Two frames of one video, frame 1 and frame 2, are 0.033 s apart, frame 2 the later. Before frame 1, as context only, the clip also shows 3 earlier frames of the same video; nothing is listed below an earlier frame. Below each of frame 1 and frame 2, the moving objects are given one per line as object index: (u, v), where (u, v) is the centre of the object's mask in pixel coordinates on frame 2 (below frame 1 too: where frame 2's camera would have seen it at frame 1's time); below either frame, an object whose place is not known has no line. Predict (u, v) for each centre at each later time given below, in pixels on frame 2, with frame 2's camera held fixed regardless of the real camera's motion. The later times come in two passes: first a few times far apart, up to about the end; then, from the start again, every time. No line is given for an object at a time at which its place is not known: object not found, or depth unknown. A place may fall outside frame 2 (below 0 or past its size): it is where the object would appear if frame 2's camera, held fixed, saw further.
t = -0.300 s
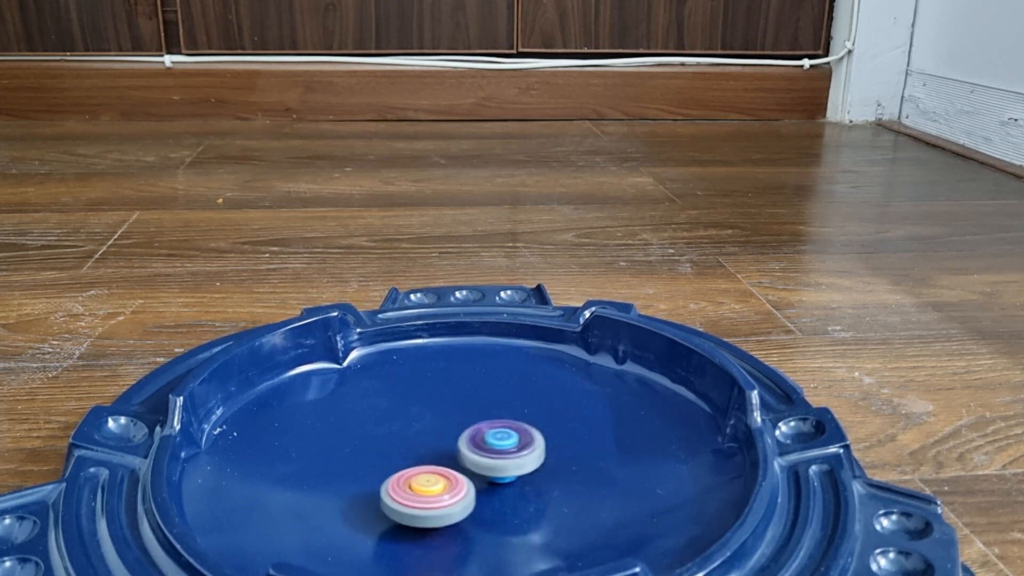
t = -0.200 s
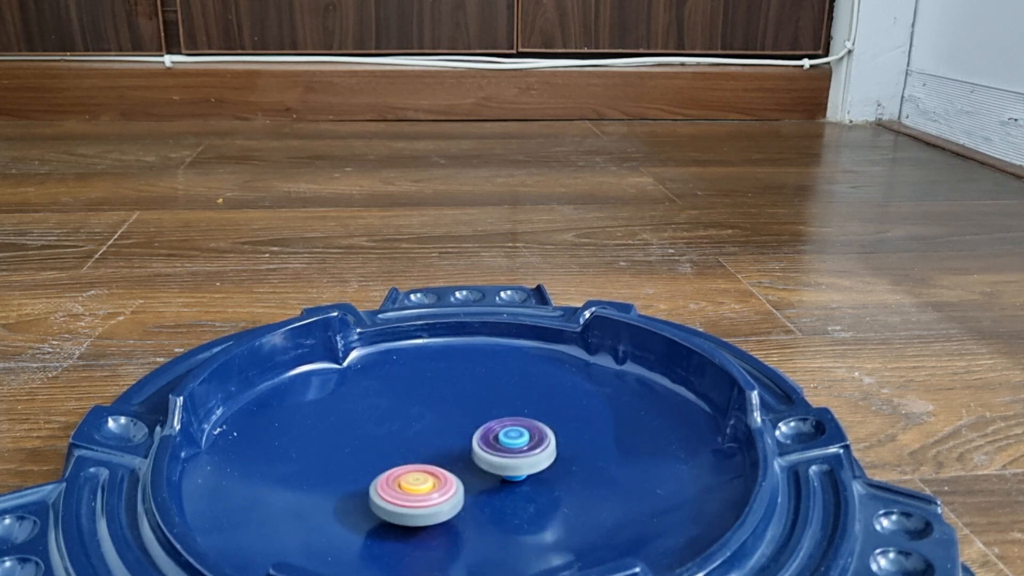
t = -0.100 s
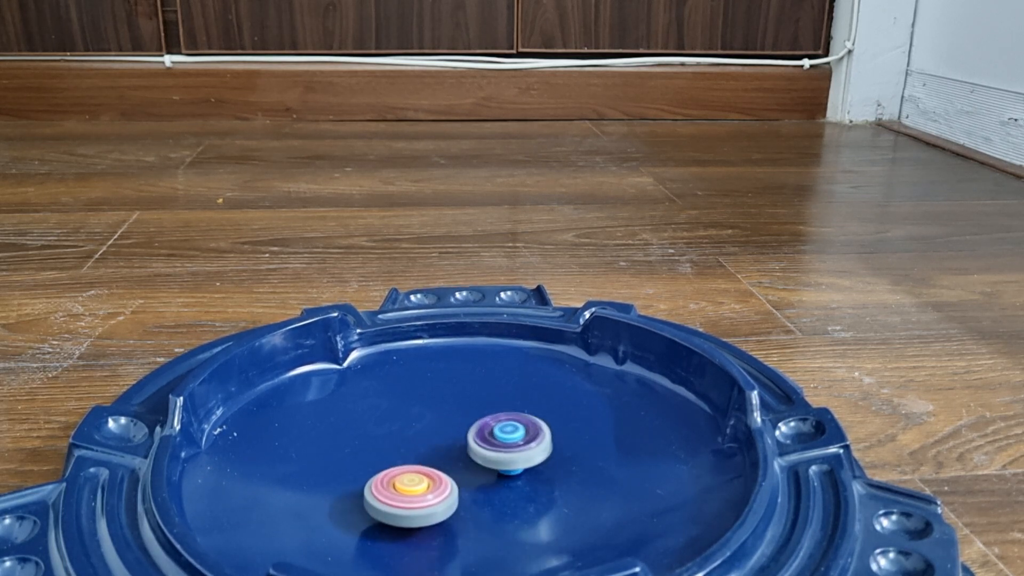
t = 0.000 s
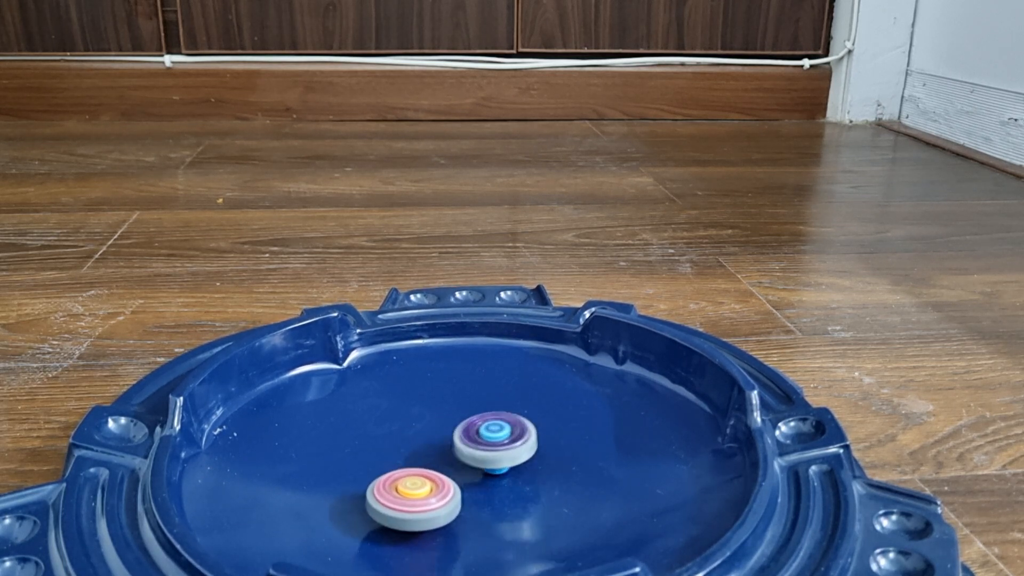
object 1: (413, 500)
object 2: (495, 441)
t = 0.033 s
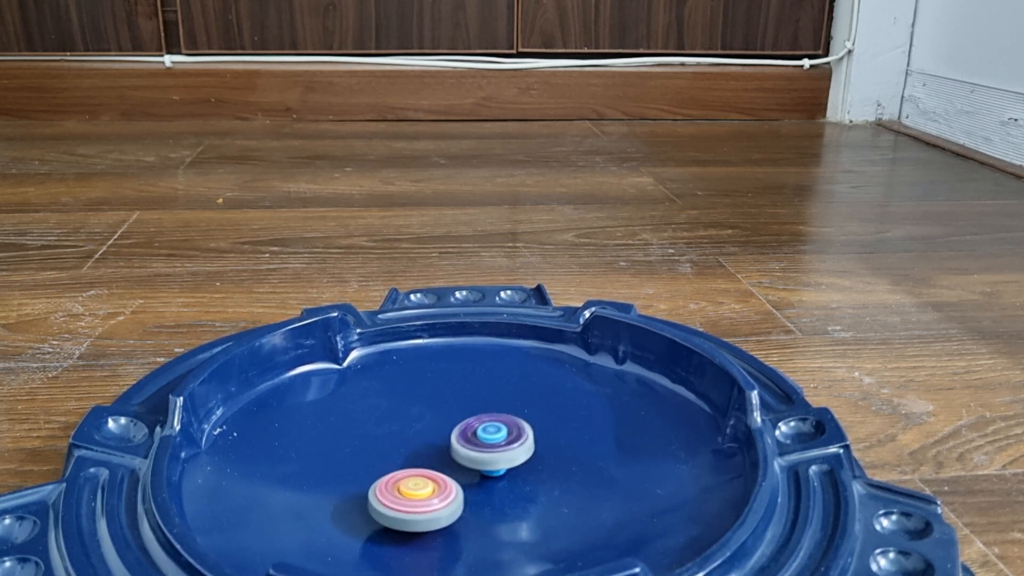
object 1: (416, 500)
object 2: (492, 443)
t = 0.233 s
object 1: (426, 495)
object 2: (507, 465)
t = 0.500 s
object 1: (425, 483)
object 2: (542, 462)
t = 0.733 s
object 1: (415, 472)
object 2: (515, 462)
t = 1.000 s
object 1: (406, 486)
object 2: (526, 479)
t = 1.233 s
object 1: (425, 488)
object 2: (521, 481)
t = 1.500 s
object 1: (419, 475)
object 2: (517, 472)
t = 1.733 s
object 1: (408, 475)
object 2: (510, 488)
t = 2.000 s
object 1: (423, 481)
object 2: (517, 476)
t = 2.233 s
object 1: (410, 480)
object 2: (521, 463)
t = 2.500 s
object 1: (414, 483)
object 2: (521, 467)
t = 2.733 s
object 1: (424, 477)
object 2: (517, 455)
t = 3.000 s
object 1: (413, 475)
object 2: (520, 463)
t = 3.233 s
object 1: (424, 480)
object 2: (519, 465)
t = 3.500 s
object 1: (423, 475)
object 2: (527, 462)
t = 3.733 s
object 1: (411, 476)
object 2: (522, 467)
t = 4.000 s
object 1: (415, 489)
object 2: (519, 463)
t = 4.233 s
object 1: (416, 494)
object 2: (523, 474)
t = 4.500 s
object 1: (425, 502)
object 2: (518, 468)
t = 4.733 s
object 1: (427, 503)
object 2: (521, 477)
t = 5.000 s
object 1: (433, 501)
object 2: (514, 470)
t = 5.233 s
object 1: (424, 505)
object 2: (520, 466)
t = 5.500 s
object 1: (424, 505)
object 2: (519, 468)
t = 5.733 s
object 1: (426, 504)
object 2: (521, 454)
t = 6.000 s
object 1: (426, 498)
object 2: (508, 463)
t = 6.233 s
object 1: (415, 498)
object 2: (525, 460)
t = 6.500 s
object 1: (427, 498)
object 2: (506, 459)
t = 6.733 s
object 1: (415, 502)
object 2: (528, 457)
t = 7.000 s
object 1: (436, 504)
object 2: (502, 455)
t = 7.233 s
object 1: (428, 505)
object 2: (527, 460)
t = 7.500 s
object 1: (433, 505)
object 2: (507, 453)
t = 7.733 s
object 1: (425, 502)
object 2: (517, 469)
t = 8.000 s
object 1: (421, 502)
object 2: (529, 464)
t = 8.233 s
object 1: (422, 500)
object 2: (514, 470)
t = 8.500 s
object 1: (419, 506)
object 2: (526, 462)
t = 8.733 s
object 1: (427, 500)
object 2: (514, 466)
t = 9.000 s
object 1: (418, 499)
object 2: (525, 457)
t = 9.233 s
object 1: (423, 497)
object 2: (506, 460)
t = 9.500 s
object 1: (413, 497)
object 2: (529, 465)
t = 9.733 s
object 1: (419, 499)
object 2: (517, 456)
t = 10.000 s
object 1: (415, 503)
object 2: (519, 467)
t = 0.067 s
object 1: (419, 501)
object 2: (492, 446)
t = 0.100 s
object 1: (421, 500)
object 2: (494, 449)
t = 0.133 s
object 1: (423, 499)
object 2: (497, 452)
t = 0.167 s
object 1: (424, 497)
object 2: (500, 456)
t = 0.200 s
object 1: (425, 496)
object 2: (503, 460)
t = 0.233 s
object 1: (426, 495)
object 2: (507, 465)
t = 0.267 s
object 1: (424, 494)
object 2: (513, 469)
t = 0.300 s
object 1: (424, 493)
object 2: (519, 471)
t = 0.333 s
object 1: (424, 492)
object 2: (525, 473)
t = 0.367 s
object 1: (423, 490)
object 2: (531, 472)
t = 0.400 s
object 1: (424, 489)
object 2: (536, 471)
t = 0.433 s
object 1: (424, 487)
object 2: (540, 468)
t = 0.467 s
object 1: (424, 485)
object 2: (542, 465)
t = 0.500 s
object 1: (425, 483)
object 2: (542, 462)
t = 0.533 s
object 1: (426, 481)
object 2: (539, 458)
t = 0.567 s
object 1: (426, 479)
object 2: (534, 456)
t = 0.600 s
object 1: (426, 477)
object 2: (527, 454)
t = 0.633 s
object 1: (425, 476)
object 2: (521, 454)
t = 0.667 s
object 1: (424, 474)
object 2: (515, 456)
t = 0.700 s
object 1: (422, 473)
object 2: (512, 459)
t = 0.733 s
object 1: (415, 472)
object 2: (515, 462)
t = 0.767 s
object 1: (411, 472)
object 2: (516, 465)
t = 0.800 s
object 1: (408, 473)
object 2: (517, 468)
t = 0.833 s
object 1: (406, 475)
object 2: (519, 471)
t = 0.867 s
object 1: (405, 477)
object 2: (520, 473)
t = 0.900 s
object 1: (404, 479)
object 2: (521, 476)
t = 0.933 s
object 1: (404, 481)
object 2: (523, 478)
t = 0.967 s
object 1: (405, 484)
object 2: (525, 479)
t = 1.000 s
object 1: (406, 486)
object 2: (526, 479)
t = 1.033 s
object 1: (408, 488)
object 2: (527, 480)
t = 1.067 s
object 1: (411, 490)
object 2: (527, 480)
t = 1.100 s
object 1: (414, 490)
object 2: (526, 479)
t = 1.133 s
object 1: (418, 491)
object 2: (525, 479)
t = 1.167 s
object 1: (422, 490)
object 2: (523, 479)
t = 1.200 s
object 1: (425, 489)
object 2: (520, 480)
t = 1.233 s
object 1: (425, 488)
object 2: (521, 481)
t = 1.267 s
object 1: (423, 486)
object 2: (525, 481)
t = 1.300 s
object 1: (422, 484)
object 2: (530, 480)
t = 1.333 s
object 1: (422, 482)
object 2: (532, 478)
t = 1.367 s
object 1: (423, 480)
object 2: (531, 476)
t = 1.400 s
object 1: (422, 478)
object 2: (529, 474)
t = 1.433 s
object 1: (421, 477)
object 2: (526, 473)
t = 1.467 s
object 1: (420, 476)
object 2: (522, 472)
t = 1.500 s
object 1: (419, 475)
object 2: (517, 472)
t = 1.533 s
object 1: (418, 474)
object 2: (513, 474)
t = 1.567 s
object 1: (417, 474)
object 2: (508, 476)
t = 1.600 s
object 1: (415, 473)
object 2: (505, 479)
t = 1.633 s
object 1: (412, 473)
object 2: (504, 482)
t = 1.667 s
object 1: (410, 473)
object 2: (505, 484)
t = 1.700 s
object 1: (409, 474)
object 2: (507, 486)
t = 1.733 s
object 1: (408, 475)
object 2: (510, 488)
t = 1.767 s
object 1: (408, 476)
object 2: (514, 489)
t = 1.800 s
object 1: (409, 478)
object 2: (519, 489)
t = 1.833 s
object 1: (409, 479)
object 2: (523, 488)
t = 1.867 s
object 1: (411, 481)
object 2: (525, 485)
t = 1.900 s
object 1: (414, 481)
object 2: (526, 482)
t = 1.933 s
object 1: (417, 481)
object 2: (524, 480)
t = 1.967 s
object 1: (421, 481)
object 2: (520, 477)
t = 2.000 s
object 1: (423, 481)
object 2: (517, 476)
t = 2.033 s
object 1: (417, 479)
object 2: (523, 476)
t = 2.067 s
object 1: (413, 478)
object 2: (526, 474)
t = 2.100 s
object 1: (411, 478)
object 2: (527, 472)
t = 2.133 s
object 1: (410, 478)
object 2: (527, 469)
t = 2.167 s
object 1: (409, 478)
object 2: (526, 467)
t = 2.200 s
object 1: (409, 479)
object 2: (524, 465)
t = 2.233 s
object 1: (410, 480)
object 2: (521, 463)
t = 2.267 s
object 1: (412, 481)
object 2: (517, 463)
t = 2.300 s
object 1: (414, 482)
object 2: (514, 463)
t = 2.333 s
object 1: (417, 482)
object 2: (510, 464)
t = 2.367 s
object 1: (417, 482)
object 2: (509, 466)
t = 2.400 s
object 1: (414, 482)
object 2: (513, 467)
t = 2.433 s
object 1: (413, 482)
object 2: (516, 467)
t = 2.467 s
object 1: (413, 482)
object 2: (518, 467)
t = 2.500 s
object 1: (414, 483)
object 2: (521, 467)
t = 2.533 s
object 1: (416, 482)
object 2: (524, 466)
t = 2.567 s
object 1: (417, 482)
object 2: (526, 465)
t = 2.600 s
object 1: (418, 481)
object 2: (527, 462)
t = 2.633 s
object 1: (420, 481)
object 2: (526, 460)
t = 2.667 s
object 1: (422, 480)
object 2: (525, 458)
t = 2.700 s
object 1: (423, 479)
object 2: (521, 456)
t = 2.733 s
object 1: (424, 477)
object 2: (517, 455)
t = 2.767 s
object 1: (424, 476)
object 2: (513, 455)
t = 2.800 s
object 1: (424, 475)
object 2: (510, 456)
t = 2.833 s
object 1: (420, 474)
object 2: (511, 457)
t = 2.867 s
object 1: (417, 473)
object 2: (513, 459)
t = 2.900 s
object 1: (415, 473)
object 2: (515, 460)
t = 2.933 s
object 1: (414, 474)
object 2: (517, 461)
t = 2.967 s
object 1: (413, 474)
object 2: (519, 462)
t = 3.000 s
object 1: (413, 475)
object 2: (520, 463)
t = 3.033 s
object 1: (413, 476)
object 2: (522, 464)
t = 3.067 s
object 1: (414, 478)
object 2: (522, 464)
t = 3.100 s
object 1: (415, 479)
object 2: (523, 464)
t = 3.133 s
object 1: (417, 480)
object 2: (523, 464)
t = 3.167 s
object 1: (419, 480)
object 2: (522, 464)
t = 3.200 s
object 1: (421, 480)
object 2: (521, 464)
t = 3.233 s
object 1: (424, 480)
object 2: (519, 465)
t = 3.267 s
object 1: (427, 480)
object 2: (518, 466)
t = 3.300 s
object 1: (427, 479)
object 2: (519, 468)
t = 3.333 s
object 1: (426, 478)
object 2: (522, 468)
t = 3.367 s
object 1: (425, 477)
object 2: (525, 468)
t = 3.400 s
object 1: (425, 477)
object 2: (527, 467)
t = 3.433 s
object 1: (424, 476)
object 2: (529, 466)
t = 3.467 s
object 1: (423, 475)
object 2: (529, 464)
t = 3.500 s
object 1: (423, 475)
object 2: (527, 462)
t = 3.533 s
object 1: (423, 475)
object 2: (525, 461)
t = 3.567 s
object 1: (423, 475)
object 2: (521, 460)
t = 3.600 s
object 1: (423, 475)
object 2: (517, 461)
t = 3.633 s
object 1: (424, 475)
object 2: (514, 462)
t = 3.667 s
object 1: (419, 475)
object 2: (516, 464)
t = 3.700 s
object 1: (414, 475)
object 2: (519, 465)
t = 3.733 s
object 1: (411, 476)
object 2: (522, 467)
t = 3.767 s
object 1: (409, 477)
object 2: (525, 467)
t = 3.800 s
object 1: (409, 479)
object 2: (528, 467)
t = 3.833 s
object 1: (408, 481)
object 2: (530, 466)
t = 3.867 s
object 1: (409, 483)
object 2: (530, 465)
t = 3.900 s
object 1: (410, 485)
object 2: (529, 463)
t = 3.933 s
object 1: (412, 487)
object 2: (526, 462)
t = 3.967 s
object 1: (413, 488)
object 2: (523, 462)
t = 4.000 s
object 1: (415, 489)
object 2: (519, 463)
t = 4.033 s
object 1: (418, 490)
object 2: (516, 464)
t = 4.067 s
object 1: (421, 491)
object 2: (513, 467)
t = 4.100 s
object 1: (423, 491)
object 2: (511, 469)
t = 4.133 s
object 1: (420, 492)
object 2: (515, 471)
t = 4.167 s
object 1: (418, 493)
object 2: (518, 472)
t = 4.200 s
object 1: (416, 493)
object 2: (521, 473)
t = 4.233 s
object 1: (416, 494)
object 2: (523, 474)
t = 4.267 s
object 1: (415, 495)
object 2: (525, 473)
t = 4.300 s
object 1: (415, 496)
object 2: (527, 472)
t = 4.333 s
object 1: (415, 498)
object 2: (527, 471)
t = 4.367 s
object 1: (416, 499)
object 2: (527, 470)
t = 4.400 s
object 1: (418, 500)
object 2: (526, 468)
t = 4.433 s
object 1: (420, 501)
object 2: (524, 468)
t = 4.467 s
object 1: (422, 501)
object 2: (521, 468)
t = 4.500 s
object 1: (425, 502)
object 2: (518, 468)
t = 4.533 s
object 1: (427, 502)
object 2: (515, 469)
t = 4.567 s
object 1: (430, 502)
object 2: (512, 471)
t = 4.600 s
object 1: (428, 502)
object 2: (514, 473)
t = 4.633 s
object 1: (426, 502)
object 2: (516, 474)
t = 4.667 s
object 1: (426, 503)
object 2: (517, 475)
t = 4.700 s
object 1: (426, 503)
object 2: (519, 476)
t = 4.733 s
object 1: (427, 503)
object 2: (521, 477)
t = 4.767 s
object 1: (427, 503)
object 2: (523, 476)
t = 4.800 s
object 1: (428, 503)
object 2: (524, 475)
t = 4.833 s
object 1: (429, 503)
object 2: (524, 473)
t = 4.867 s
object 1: (430, 503)
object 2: (523, 472)
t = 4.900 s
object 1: (431, 503)
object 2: (521, 471)
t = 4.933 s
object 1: (432, 502)
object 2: (519, 470)
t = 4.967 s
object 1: (433, 502)
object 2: (516, 470)
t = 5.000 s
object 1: (433, 501)
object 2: (514, 470)
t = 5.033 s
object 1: (431, 502)
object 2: (516, 470)
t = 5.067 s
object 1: (428, 502)
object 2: (518, 470)
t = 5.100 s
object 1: (426, 503)
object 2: (519, 469)
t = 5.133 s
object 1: (424, 503)
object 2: (520, 469)
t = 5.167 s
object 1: (423, 503)
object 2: (521, 468)
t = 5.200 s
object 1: (423, 504)
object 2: (521, 467)
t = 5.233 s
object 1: (424, 505)
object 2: (520, 466)
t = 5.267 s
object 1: (425, 505)
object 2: (519, 466)
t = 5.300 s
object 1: (426, 505)
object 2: (517, 466)
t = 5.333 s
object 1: (428, 505)
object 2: (515, 467)
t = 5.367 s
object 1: (430, 505)
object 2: (512, 467)
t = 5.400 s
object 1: (431, 504)
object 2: (510, 468)
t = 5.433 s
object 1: (431, 504)
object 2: (511, 469)
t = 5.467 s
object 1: (427, 504)
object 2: (515, 469)
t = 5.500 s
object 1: (424, 505)
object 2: (519, 468)
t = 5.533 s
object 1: (423, 505)
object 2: (522, 467)
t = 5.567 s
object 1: (422, 505)
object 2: (525, 466)
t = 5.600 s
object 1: (422, 505)
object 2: (527, 463)
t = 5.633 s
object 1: (422, 505)
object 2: (527, 461)
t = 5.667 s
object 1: (423, 505)
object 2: (526, 459)
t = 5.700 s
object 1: (424, 505)
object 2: (524, 456)
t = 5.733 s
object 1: (426, 504)
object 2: (521, 454)
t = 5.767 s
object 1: (427, 504)
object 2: (517, 453)
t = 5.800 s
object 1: (428, 503)
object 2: (512, 452)
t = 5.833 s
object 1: (429, 502)
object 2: (508, 453)
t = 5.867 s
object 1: (429, 501)
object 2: (505, 454)
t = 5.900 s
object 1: (429, 499)
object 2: (503, 456)
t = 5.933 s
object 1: (430, 499)
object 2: (501, 459)
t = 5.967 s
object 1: (430, 498)
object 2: (503, 461)
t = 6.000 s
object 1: (426, 498)
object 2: (508, 463)
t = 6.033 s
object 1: (424, 498)
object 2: (511, 464)
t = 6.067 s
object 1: (421, 497)
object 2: (515, 464)
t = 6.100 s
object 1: (419, 497)
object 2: (518, 464)
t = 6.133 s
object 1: (417, 497)
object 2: (521, 464)
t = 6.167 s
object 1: (416, 497)
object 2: (523, 463)
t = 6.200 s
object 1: (415, 498)
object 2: (524, 462)
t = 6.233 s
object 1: (415, 498)
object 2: (525, 460)
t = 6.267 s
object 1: (416, 499)
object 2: (524, 458)
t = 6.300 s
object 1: (417, 499)
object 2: (522, 457)
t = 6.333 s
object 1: (418, 499)
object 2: (519, 455)
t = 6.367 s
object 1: (420, 499)
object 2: (516, 455)
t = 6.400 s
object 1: (422, 499)
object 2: (512, 455)
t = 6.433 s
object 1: (424, 499)
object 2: (509, 455)
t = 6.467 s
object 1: (425, 499)
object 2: (507, 457)
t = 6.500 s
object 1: (427, 498)
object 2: (506, 459)
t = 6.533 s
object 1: (428, 497)
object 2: (505, 462)
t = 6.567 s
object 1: (428, 497)
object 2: (509, 463)
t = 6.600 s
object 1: (422, 498)
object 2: (516, 463)
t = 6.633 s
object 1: (419, 499)
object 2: (520, 463)
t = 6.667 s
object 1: (417, 500)
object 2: (524, 462)
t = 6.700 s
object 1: (415, 501)
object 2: (526, 460)
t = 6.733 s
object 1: (415, 502)
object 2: (528, 457)
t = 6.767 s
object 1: (416, 503)
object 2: (527, 455)
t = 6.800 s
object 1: (418, 504)
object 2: (525, 452)
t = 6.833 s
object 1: (420, 505)
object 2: (520, 450)
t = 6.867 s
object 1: (423, 506)
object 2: (516, 449)
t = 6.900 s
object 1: (427, 506)
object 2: (510, 449)
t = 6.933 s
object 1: (430, 506)
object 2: (506, 450)
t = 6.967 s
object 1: (433, 505)
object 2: (503, 452)
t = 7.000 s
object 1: (436, 504)
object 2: (502, 455)
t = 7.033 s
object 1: (439, 503)
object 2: (501, 458)
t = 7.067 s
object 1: (439, 502)
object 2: (503, 461)
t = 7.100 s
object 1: (436, 503)
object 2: (509, 462)
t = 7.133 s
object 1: (433, 504)
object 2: (515, 462)
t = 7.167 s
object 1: (431, 504)
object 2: (520, 462)
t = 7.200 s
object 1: (429, 504)
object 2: (524, 461)
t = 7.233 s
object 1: (428, 505)
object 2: (527, 460)
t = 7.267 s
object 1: (427, 505)
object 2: (528, 458)
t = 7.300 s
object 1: (426, 505)
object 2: (528, 455)
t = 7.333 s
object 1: (427, 506)
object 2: (526, 453)
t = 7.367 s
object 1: (428, 506)
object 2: (523, 451)
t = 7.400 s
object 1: (429, 506)
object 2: (519, 450)
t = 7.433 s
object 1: (430, 506)
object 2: (514, 450)
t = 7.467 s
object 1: (431, 506)
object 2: (510, 451)
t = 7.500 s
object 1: (433, 505)
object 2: (507, 453)
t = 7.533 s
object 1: (434, 504)
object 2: (505, 456)
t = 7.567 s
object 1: (434, 503)
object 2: (504, 459)
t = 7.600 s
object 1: (434, 502)
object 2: (505, 462)
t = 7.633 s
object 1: (433, 501)
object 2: (507, 465)
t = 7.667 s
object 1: (430, 501)
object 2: (511, 467)
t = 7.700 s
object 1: (427, 502)
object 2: (514, 468)
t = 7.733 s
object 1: (425, 502)
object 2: (517, 469)
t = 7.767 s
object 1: (423, 501)
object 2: (520, 470)
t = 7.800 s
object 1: (422, 502)
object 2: (523, 470)
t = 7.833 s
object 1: (421, 502)
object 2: (526, 470)
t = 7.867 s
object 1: (421, 502)
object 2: (528, 470)
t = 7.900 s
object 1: (420, 502)
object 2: (530, 468)
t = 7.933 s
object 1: (420, 502)
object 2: (531, 467)
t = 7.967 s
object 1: (421, 502)
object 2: (531, 465)
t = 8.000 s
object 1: (421, 502)
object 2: (529, 464)
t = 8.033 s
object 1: (422, 502)
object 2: (526, 463)
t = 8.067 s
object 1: (424, 502)
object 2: (523, 463)
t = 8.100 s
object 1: (425, 501)
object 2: (520, 464)
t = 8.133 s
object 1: (426, 501)
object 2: (516, 466)
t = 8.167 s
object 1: (427, 500)
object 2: (513, 467)
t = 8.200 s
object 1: (427, 499)
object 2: (510, 469)
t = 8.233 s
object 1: (422, 500)
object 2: (514, 470)
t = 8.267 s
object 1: (416, 501)
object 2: (518, 470)
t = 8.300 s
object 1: (414, 502)
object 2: (522, 470)
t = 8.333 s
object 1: (413, 502)
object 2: (525, 470)
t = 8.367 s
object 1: (413, 503)
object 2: (527, 468)
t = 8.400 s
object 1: (414, 504)
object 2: (529, 467)
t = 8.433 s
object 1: (415, 505)
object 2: (529, 465)
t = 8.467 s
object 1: (417, 506)
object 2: (528, 463)
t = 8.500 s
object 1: (419, 506)
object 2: (526, 462)
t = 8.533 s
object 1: (422, 506)
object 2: (523, 461)
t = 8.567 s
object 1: (425, 505)
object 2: (520, 461)
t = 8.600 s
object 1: (428, 504)
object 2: (517, 461)
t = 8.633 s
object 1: (429, 503)
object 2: (514, 463)
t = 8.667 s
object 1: (431, 502)
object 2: (512, 464)
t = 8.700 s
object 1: (432, 500)
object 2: (510, 466)
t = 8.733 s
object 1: (427, 500)
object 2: (514, 466)
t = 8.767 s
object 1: (423, 501)
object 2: (517, 466)
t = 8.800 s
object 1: (421, 500)
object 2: (520, 466)
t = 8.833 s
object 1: (419, 500)
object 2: (523, 465)
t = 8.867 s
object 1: (418, 500)
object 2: (525, 464)
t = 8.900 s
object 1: (418, 500)
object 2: (527, 462)
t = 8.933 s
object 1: (418, 499)
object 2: (528, 460)
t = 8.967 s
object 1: (418, 500)
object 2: (527, 458)
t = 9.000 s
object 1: (418, 499)
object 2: (525, 457)
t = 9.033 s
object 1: (419, 499)
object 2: (522, 456)
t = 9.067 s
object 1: (419, 499)
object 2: (519, 455)
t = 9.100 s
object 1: (420, 499)
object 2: (515, 455)
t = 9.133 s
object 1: (421, 499)
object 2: (512, 455)
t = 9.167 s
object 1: (422, 498)
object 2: (510, 456)
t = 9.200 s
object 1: (423, 497)
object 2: (508, 458)
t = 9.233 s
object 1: (423, 497)
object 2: (506, 460)
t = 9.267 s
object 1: (425, 496)
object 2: (505, 462)
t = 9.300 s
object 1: (425, 495)
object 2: (506, 465)
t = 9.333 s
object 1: (421, 496)
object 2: (511, 466)
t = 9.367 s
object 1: (418, 495)
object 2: (515, 467)
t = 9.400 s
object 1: (416, 495)
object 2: (519, 467)
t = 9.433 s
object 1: (415, 496)
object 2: (522, 467)
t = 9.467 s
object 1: (414, 496)
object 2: (526, 466)
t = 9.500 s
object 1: (413, 497)
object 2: (529, 465)
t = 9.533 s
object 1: (413, 497)
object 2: (531, 463)
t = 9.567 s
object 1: (414, 497)
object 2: (531, 461)
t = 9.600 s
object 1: (414, 498)
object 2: (530, 459)
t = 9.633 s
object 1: (415, 498)
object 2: (528, 457)
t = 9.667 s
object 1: (416, 498)
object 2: (524, 456)
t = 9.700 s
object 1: (417, 499)
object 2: (521, 455)
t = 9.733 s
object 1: (419, 499)
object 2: (517, 456)
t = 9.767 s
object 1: (421, 499)
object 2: (513, 457)
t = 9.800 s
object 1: (423, 499)
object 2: (510, 458)
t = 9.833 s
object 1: (425, 498)
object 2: (508, 461)
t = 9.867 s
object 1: (426, 498)
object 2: (507, 463)
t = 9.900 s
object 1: (427, 498)
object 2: (506, 465)
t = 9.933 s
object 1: (420, 500)
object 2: (512, 466)
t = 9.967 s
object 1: (415, 502)
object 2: (516, 466)
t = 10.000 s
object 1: (415, 503)
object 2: (519, 467)
